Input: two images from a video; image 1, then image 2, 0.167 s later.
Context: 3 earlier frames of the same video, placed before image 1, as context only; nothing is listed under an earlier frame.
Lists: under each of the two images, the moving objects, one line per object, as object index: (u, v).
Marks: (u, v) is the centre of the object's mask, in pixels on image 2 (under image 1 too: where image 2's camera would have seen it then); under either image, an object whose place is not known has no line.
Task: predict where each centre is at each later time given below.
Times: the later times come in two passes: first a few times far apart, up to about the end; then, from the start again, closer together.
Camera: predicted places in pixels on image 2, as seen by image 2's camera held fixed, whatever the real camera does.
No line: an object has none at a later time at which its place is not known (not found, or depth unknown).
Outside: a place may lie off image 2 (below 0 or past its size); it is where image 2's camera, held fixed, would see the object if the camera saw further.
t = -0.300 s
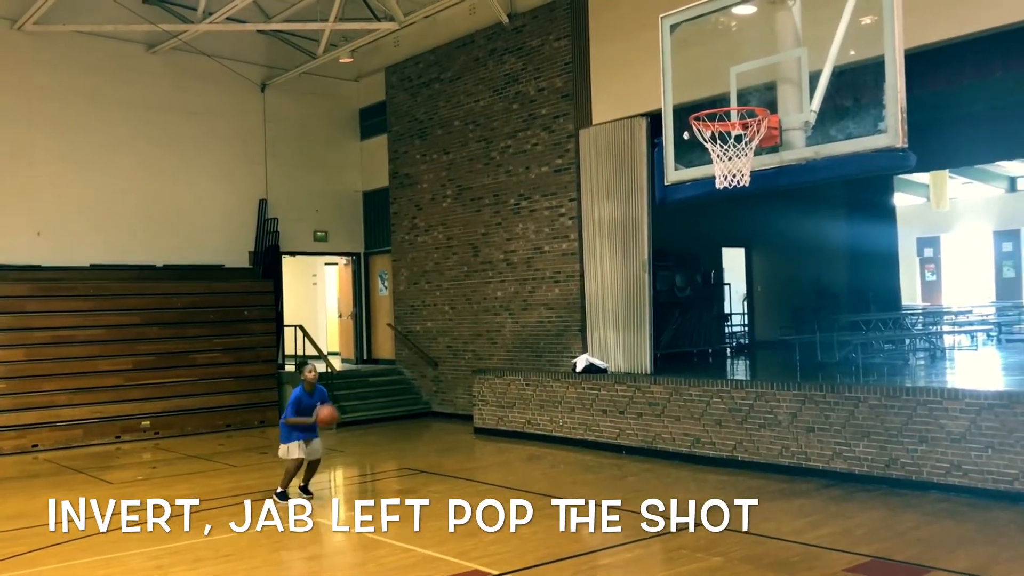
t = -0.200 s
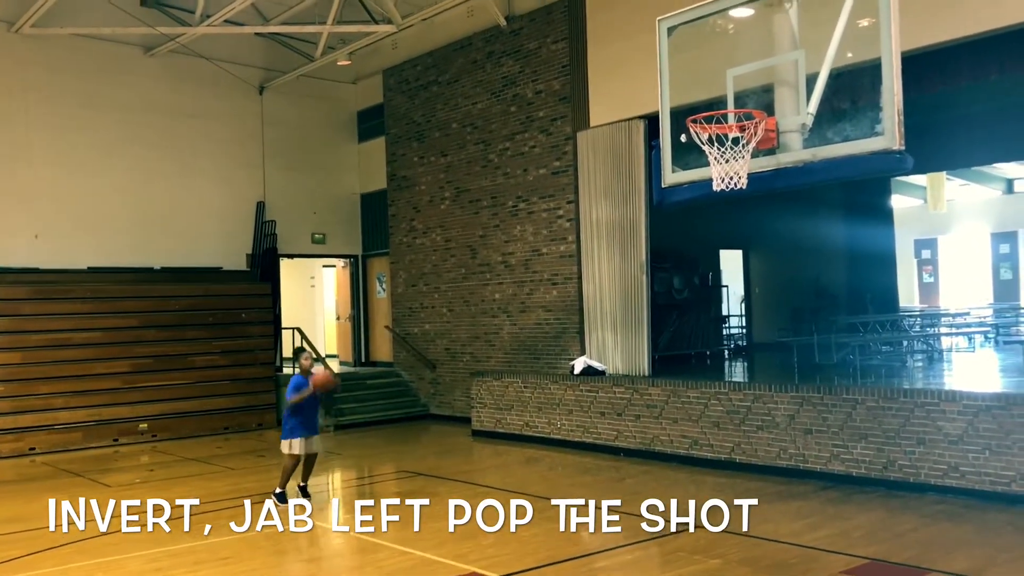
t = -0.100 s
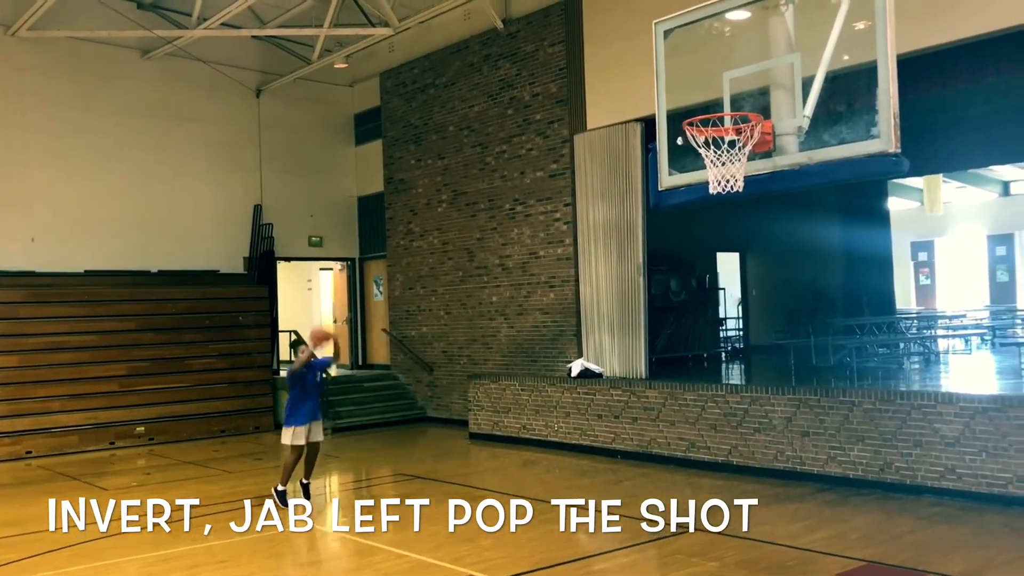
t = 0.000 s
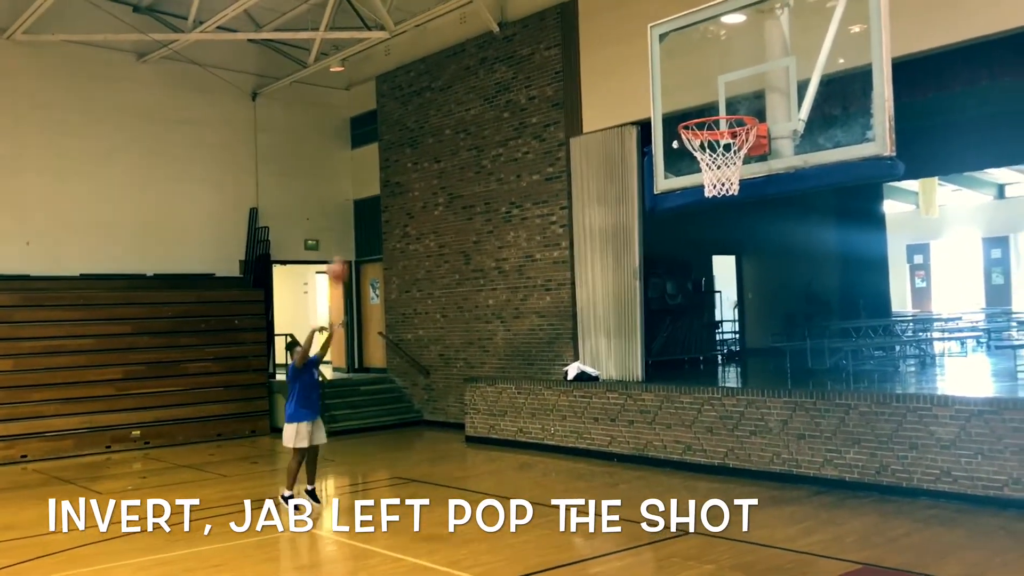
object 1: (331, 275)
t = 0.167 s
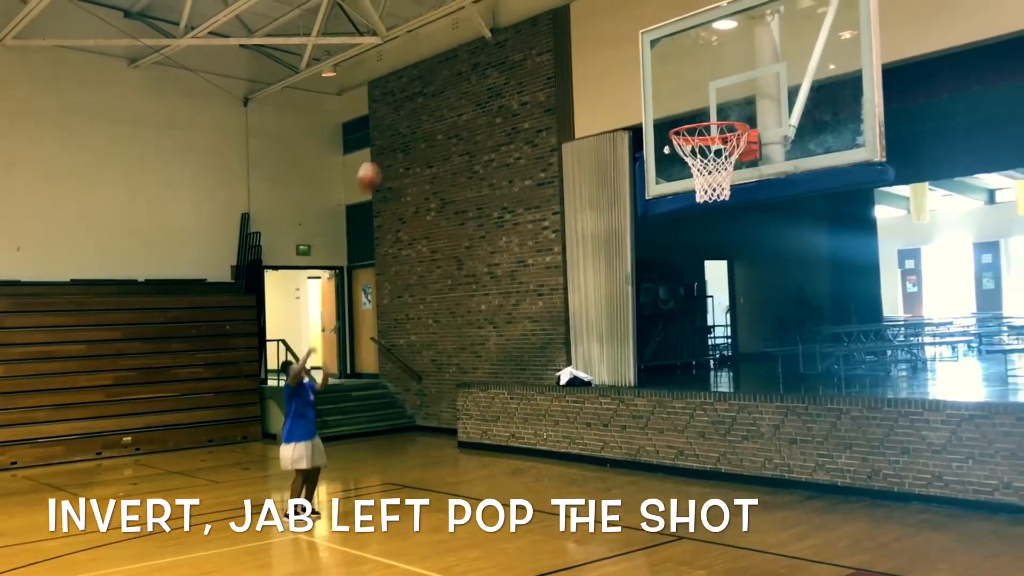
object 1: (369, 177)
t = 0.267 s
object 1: (393, 127)
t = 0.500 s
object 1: (457, 46)
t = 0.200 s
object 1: (376, 159)
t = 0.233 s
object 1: (384, 145)
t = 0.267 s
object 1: (393, 127)
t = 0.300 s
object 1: (401, 114)
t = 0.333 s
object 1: (410, 99)
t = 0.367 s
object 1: (418, 86)
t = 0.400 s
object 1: (428, 74)
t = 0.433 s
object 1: (438, 63)
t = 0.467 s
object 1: (448, 54)
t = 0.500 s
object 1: (457, 46)
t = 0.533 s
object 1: (469, 38)
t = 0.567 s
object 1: (481, 31)
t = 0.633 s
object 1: (502, 22)
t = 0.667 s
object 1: (514, 20)
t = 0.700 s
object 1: (527, 19)
